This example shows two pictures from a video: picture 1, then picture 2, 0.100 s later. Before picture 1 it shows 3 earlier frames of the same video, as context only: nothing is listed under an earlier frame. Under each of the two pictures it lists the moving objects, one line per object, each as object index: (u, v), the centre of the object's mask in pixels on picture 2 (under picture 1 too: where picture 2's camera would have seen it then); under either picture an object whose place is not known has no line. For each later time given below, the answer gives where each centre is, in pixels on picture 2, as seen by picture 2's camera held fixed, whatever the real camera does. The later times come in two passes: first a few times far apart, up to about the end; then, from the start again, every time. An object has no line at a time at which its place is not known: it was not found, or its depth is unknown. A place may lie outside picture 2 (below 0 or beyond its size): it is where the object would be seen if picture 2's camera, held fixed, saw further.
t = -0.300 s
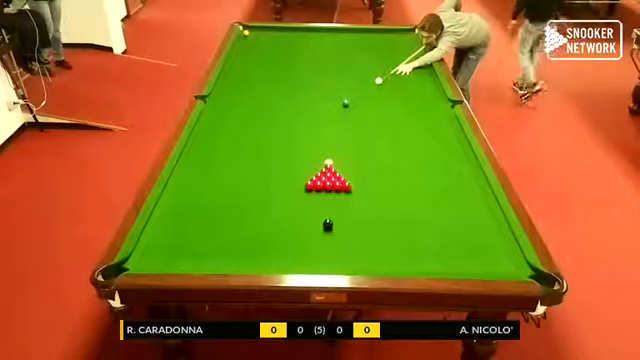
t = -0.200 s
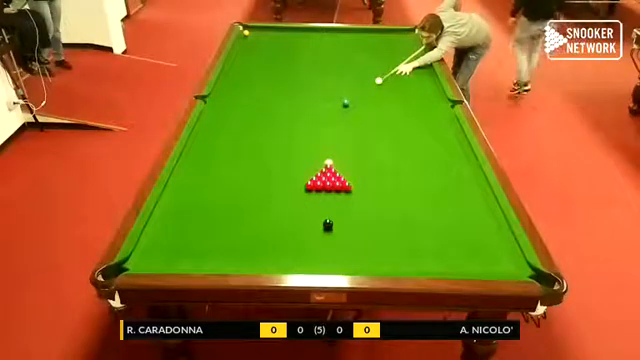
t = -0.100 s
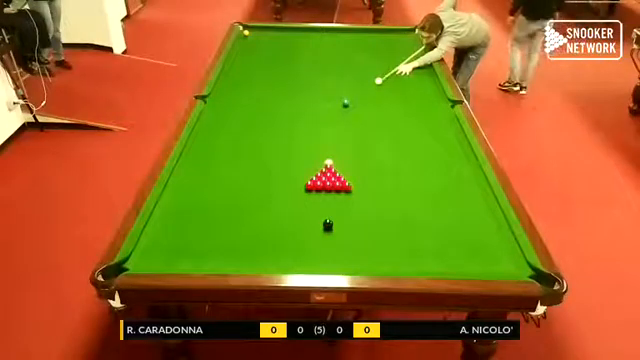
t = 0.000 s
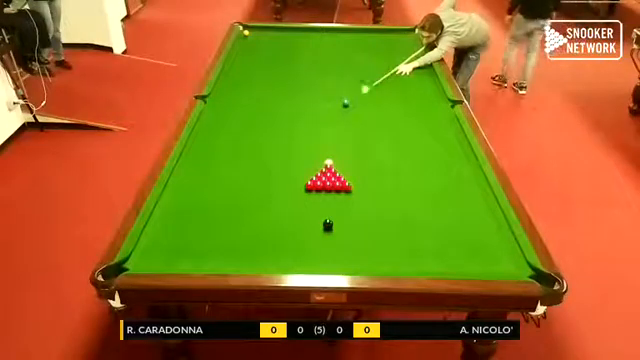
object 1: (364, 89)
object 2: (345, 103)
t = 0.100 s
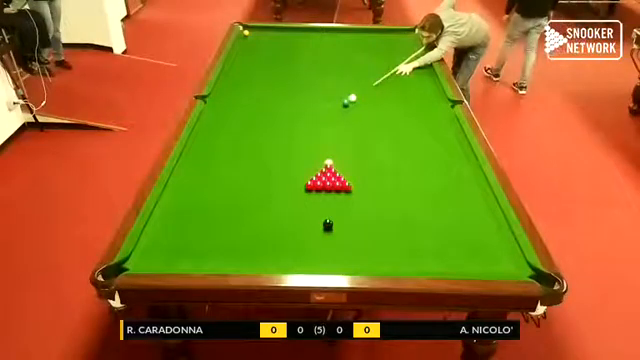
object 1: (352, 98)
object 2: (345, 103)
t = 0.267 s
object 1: (347, 100)
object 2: (333, 113)
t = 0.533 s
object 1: (345, 101)
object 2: (310, 128)
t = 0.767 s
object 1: (342, 102)
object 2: (289, 143)
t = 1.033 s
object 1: (341, 102)
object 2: (263, 160)
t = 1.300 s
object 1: (340, 102)
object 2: (236, 180)
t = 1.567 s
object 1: (340, 103)
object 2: (204, 201)
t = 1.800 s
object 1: (340, 103)
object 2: (173, 223)
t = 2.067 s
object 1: (340, 103)
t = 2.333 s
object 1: (340, 103)
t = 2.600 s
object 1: (340, 103)
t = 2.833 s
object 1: (340, 103)
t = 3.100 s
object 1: (340, 103)
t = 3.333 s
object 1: (340, 103)
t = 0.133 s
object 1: (349, 99)
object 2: (344, 104)
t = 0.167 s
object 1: (348, 100)
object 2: (342, 105)
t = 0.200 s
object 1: (348, 100)
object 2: (341, 108)
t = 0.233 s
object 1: (348, 100)
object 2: (335, 110)
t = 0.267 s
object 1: (347, 100)
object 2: (333, 113)
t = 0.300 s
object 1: (346, 100)
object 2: (330, 113)
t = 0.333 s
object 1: (346, 100)
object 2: (327, 116)
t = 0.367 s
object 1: (346, 100)
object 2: (323, 118)
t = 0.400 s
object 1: (346, 101)
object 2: (322, 119)
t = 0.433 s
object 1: (345, 101)
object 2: (320, 121)
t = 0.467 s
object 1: (345, 101)
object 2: (315, 124)
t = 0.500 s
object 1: (345, 101)
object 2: (312, 125)
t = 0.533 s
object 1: (345, 101)
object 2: (310, 128)
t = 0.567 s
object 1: (344, 101)
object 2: (307, 129)
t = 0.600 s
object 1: (344, 101)
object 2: (304, 132)
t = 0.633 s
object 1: (343, 101)
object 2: (302, 134)
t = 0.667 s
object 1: (343, 102)
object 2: (299, 136)
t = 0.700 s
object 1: (343, 102)
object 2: (296, 138)
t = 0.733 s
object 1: (343, 102)
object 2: (293, 140)
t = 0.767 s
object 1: (342, 102)
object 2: (289, 143)
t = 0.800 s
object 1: (342, 102)
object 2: (286, 145)
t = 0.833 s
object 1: (342, 102)
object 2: (283, 147)
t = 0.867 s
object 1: (342, 102)
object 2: (280, 149)
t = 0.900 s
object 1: (341, 102)
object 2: (277, 151)
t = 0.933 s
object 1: (341, 102)
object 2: (274, 154)
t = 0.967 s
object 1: (341, 102)
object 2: (270, 156)
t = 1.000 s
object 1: (341, 102)
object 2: (267, 158)
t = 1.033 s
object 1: (341, 102)
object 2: (263, 160)
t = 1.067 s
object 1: (341, 102)
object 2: (260, 162)
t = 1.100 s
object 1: (340, 102)
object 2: (257, 165)
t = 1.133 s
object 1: (340, 102)
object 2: (253, 167)
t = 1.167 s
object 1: (340, 102)
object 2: (250, 170)
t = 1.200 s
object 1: (340, 102)
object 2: (246, 173)
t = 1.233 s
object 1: (340, 102)
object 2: (242, 175)
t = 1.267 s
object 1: (340, 102)
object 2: (239, 178)
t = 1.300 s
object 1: (340, 102)
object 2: (236, 180)
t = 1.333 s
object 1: (340, 102)
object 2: (231, 182)
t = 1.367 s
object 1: (340, 103)
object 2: (228, 185)
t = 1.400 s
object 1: (340, 102)
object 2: (224, 188)
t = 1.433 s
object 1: (340, 102)
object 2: (220, 191)
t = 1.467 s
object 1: (340, 102)
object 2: (216, 193)
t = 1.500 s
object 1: (340, 102)
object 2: (213, 196)
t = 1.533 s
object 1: (340, 103)
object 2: (208, 199)
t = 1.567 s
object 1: (340, 103)
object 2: (204, 201)
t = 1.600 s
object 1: (340, 103)
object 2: (199, 204)
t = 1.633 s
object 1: (340, 103)
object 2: (195, 207)
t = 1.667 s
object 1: (340, 103)
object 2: (190, 211)
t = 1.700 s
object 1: (340, 103)
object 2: (187, 214)
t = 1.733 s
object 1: (340, 103)
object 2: (182, 218)
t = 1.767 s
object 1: (340, 103)
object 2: (178, 220)
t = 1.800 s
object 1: (340, 103)
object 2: (173, 223)
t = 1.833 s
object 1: (340, 103)
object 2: (169, 226)
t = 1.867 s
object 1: (340, 103)
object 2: (164, 229)
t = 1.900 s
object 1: (340, 103)
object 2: (159, 233)
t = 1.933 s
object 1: (340, 103)
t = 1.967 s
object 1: (340, 103)
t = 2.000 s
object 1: (340, 103)
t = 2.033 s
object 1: (340, 103)
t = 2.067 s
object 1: (340, 103)
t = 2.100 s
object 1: (340, 103)
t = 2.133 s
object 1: (340, 103)
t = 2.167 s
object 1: (340, 103)
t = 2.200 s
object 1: (340, 103)
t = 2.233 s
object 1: (340, 103)
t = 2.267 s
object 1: (340, 103)
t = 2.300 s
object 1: (340, 103)
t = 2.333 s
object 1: (340, 103)
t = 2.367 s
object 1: (340, 103)
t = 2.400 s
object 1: (340, 103)
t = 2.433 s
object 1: (340, 103)
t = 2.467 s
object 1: (340, 103)
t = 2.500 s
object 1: (340, 103)
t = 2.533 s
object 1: (340, 103)
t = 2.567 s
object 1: (340, 103)
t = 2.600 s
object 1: (340, 103)
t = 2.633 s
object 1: (340, 103)
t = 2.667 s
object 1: (340, 103)
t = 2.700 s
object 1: (340, 103)
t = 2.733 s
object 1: (340, 103)
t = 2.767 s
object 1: (340, 103)
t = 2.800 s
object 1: (340, 103)
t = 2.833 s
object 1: (340, 103)
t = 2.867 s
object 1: (340, 103)
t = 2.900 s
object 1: (340, 103)
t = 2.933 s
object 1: (340, 103)
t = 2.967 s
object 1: (340, 103)
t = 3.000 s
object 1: (340, 103)
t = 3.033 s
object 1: (340, 103)
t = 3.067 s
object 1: (340, 103)
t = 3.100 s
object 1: (340, 103)
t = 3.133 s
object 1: (340, 103)
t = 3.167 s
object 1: (340, 103)
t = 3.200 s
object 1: (340, 103)
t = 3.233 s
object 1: (340, 103)
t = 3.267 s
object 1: (340, 103)
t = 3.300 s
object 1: (340, 103)
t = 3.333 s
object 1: (340, 103)
